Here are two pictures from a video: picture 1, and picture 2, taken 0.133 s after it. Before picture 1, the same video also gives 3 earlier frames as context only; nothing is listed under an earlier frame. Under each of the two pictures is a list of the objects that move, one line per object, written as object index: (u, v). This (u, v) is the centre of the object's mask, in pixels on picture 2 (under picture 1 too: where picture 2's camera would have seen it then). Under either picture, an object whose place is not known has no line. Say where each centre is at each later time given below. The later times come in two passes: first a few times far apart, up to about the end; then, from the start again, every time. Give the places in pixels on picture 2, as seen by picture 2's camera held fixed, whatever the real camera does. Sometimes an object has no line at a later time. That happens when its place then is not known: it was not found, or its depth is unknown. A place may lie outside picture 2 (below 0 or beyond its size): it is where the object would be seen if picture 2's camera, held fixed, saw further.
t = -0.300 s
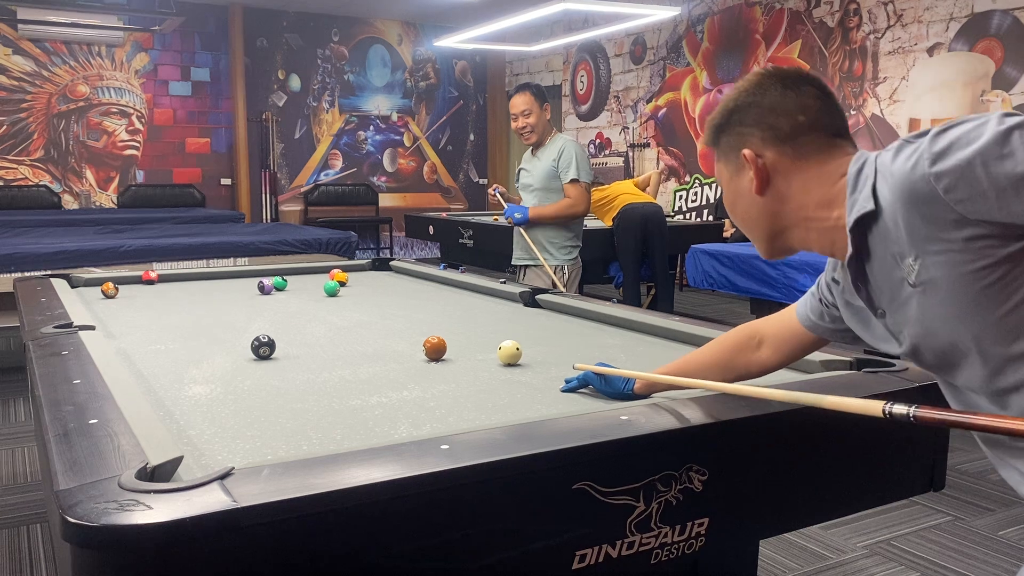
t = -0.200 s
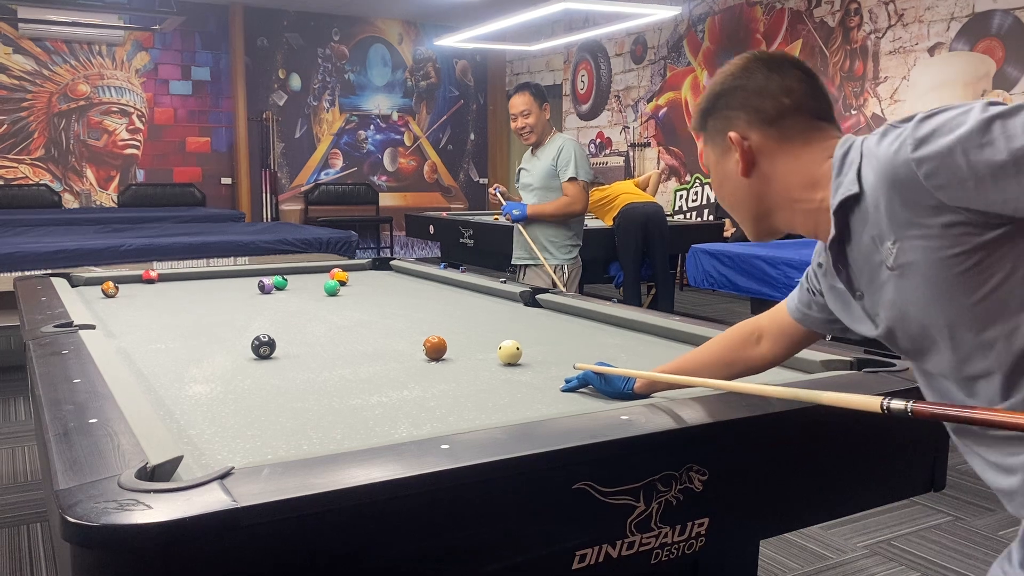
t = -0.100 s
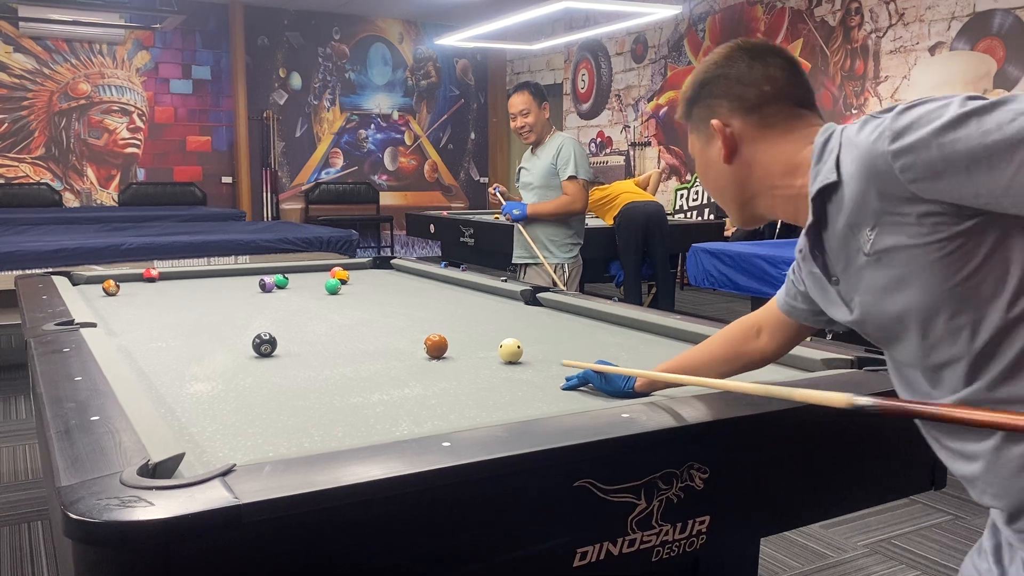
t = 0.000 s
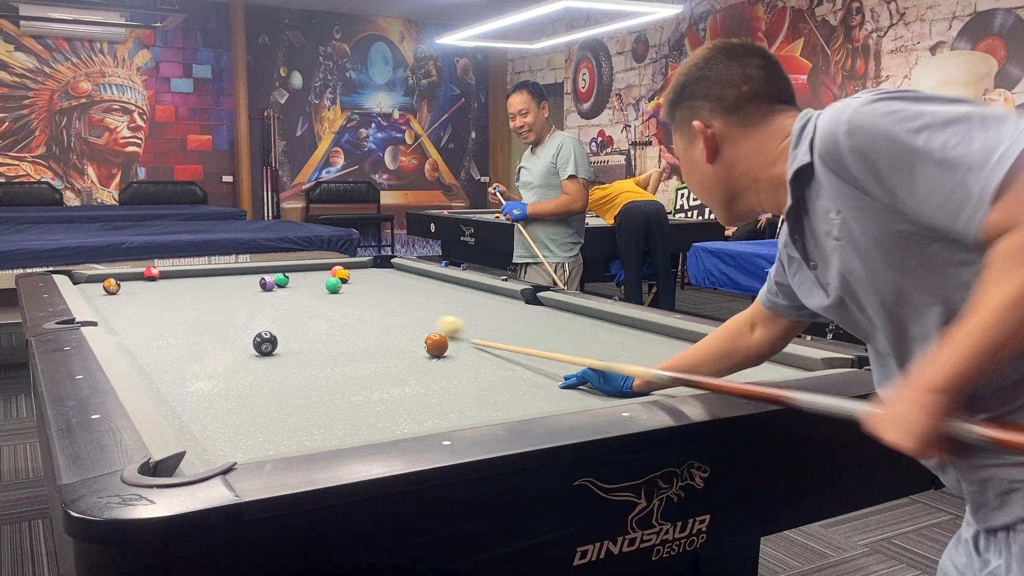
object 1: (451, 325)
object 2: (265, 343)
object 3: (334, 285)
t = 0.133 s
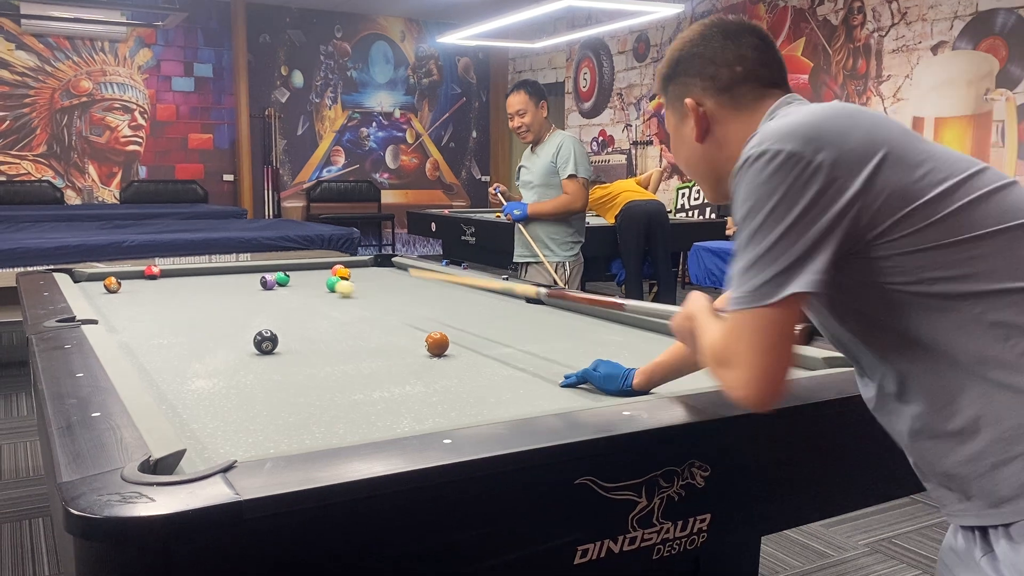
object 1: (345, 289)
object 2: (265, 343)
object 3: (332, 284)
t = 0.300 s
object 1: (293, 287)
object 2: (266, 343)
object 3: (319, 266)
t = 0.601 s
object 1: (225, 288)
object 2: (265, 343)
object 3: (357, 269)
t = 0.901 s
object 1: (159, 289)
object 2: (265, 343)
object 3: (384, 270)
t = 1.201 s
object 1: (94, 290)
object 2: (265, 343)
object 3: (408, 271)
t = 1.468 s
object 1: (108, 288)
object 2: (266, 343)
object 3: (424, 272)
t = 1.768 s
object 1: (135, 286)
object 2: (265, 343)
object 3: (417, 273)
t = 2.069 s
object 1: (158, 284)
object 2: (275, 337)
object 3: (412, 274)
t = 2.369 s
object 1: (179, 283)
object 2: (293, 327)
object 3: (407, 275)
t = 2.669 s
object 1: (196, 282)
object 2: (309, 318)
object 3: (403, 276)
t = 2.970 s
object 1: (211, 280)
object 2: (322, 311)
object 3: (400, 277)
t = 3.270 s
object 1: (224, 280)
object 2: (332, 305)
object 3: (399, 277)
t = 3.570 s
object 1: (234, 279)
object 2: (342, 300)
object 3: (399, 277)
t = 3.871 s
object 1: (241, 278)
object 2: (350, 295)
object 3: (399, 277)
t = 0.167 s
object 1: (330, 287)
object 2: (265, 343)
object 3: (331, 277)
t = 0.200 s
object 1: (319, 286)
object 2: (265, 343)
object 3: (324, 274)
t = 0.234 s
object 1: (309, 286)
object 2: (265, 343)
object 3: (318, 270)
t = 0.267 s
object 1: (301, 287)
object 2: (265, 343)
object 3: (313, 265)
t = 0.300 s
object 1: (293, 287)
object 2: (266, 343)
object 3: (319, 266)
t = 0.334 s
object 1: (286, 287)
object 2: (265, 343)
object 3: (327, 268)
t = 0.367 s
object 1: (278, 287)
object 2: (265, 343)
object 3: (334, 268)
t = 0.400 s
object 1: (271, 287)
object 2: (266, 343)
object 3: (337, 268)
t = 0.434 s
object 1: (263, 287)
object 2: (266, 343)
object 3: (341, 268)
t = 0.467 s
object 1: (255, 287)
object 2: (265, 343)
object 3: (344, 269)
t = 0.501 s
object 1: (247, 287)
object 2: (265, 343)
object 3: (347, 269)
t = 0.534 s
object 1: (240, 288)
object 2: (265, 343)
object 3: (351, 269)
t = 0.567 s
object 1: (233, 288)
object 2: (265, 343)
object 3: (354, 268)
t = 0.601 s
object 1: (225, 288)
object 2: (265, 343)
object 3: (357, 269)
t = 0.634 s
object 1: (218, 288)
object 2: (265, 343)
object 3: (360, 269)
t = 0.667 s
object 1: (210, 288)
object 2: (265, 343)
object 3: (363, 270)
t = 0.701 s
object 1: (203, 288)
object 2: (265, 343)
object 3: (366, 270)
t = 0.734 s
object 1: (196, 288)
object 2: (265, 343)
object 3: (369, 270)
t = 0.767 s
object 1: (188, 288)
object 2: (265, 343)
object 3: (372, 269)
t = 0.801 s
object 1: (181, 289)
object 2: (265, 343)
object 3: (375, 270)
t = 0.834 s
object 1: (174, 289)
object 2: (265, 343)
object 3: (378, 270)
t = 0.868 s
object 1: (167, 289)
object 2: (265, 343)
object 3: (381, 270)
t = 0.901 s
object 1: (159, 289)
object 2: (265, 343)
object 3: (384, 270)
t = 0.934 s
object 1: (152, 289)
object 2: (265, 343)
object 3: (387, 270)
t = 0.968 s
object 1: (145, 289)
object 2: (265, 343)
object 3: (389, 271)
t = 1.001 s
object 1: (137, 289)
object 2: (265, 343)
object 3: (392, 271)
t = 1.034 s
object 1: (130, 289)
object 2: (265, 343)
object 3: (395, 271)
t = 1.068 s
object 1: (123, 289)
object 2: (265, 343)
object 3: (398, 271)
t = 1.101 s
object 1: (116, 289)
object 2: (265, 343)
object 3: (400, 271)
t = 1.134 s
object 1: (109, 290)
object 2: (265, 343)
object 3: (403, 271)
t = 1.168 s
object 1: (102, 290)
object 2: (266, 343)
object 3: (406, 271)
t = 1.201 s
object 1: (94, 290)
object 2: (265, 343)
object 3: (408, 271)
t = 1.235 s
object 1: (88, 290)
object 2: (265, 343)
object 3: (411, 271)
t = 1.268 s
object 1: (88, 290)
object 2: (266, 343)
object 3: (414, 272)
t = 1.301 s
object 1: (92, 290)
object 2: (266, 343)
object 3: (416, 272)
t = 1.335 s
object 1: (94, 289)
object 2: (265, 343)
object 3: (419, 272)
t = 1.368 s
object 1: (98, 289)
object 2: (265, 343)
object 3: (421, 272)
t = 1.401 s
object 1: (101, 289)
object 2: (265, 343)
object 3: (423, 272)
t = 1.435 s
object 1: (105, 289)
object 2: (266, 343)
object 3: (424, 272)
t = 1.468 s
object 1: (108, 288)
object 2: (266, 343)
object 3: (424, 272)
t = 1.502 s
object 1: (111, 288)
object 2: (266, 343)
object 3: (423, 272)
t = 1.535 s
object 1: (114, 288)
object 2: (266, 343)
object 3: (422, 272)
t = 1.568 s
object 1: (117, 288)
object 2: (266, 343)
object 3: (421, 273)
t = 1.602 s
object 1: (121, 287)
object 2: (265, 343)
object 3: (420, 273)
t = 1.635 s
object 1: (123, 287)
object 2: (265, 343)
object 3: (420, 273)
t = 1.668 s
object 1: (126, 287)
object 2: (265, 343)
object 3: (419, 273)
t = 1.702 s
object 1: (129, 286)
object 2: (265, 343)
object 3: (418, 273)
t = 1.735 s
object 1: (132, 286)
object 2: (265, 343)
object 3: (418, 273)
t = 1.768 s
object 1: (135, 286)
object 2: (265, 343)
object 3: (417, 273)
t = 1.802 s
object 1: (138, 286)
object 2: (265, 343)
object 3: (417, 273)
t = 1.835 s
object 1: (141, 285)
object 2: (264, 341)
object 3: (416, 274)
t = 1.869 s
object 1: (143, 286)
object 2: (263, 338)
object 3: (415, 274)
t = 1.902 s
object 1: (145, 285)
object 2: (264, 336)
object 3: (415, 274)
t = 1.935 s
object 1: (148, 285)
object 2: (270, 339)
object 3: (414, 274)
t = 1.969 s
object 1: (151, 285)
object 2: (269, 341)
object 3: (413, 274)
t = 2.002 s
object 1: (153, 285)
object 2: (271, 340)
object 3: (413, 274)
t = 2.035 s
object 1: (156, 284)
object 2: (273, 339)
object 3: (412, 274)
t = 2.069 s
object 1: (158, 284)
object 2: (275, 337)
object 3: (412, 274)
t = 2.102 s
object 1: (161, 284)
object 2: (277, 336)
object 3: (411, 275)
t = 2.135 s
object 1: (163, 284)
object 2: (280, 335)
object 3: (410, 275)
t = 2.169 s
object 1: (165, 284)
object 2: (282, 334)
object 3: (410, 275)
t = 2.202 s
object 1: (167, 284)
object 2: (284, 332)
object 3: (409, 275)
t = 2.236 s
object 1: (170, 284)
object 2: (286, 331)
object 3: (409, 275)
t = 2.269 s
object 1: (172, 283)
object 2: (288, 330)
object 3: (408, 275)
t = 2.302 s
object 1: (175, 283)
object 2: (290, 329)
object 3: (408, 275)
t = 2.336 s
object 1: (176, 283)
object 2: (291, 328)
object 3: (407, 275)
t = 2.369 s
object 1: (179, 283)
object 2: (293, 327)
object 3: (407, 275)
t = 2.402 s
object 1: (180, 283)
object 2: (295, 326)
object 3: (406, 275)
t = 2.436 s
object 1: (183, 283)
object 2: (297, 325)
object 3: (406, 276)
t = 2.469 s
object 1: (185, 282)
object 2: (299, 324)
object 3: (405, 276)
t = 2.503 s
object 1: (187, 282)
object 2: (300, 323)
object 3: (405, 276)
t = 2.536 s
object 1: (189, 282)
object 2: (302, 322)
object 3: (404, 276)
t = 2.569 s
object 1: (191, 282)
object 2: (304, 321)
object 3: (404, 276)
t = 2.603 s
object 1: (193, 282)
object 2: (306, 320)
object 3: (403, 276)
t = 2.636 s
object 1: (194, 282)
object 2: (307, 319)
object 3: (403, 276)
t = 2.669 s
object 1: (196, 282)
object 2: (309, 318)
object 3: (403, 276)
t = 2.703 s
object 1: (198, 282)
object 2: (310, 318)
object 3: (402, 276)
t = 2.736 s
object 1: (200, 281)
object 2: (312, 316)
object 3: (402, 276)
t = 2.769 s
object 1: (202, 281)
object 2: (313, 316)
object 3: (402, 276)
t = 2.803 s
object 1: (203, 281)
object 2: (315, 315)
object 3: (402, 276)
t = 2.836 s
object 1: (205, 281)
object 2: (316, 314)
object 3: (401, 276)
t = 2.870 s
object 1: (206, 281)
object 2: (317, 313)
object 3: (401, 276)
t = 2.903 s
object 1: (208, 281)
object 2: (319, 313)
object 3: (401, 277)
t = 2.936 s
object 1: (210, 281)
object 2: (320, 312)
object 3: (400, 277)
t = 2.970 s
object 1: (211, 280)
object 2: (322, 311)
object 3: (400, 277)
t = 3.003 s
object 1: (213, 280)
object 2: (323, 310)
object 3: (400, 277)
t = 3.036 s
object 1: (214, 281)
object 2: (324, 309)
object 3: (400, 277)
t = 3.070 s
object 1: (215, 280)
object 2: (325, 309)
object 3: (400, 277)
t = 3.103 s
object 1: (217, 280)
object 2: (327, 308)
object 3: (400, 277)
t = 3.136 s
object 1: (218, 280)
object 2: (328, 308)
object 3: (399, 277)
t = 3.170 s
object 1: (219, 280)
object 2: (329, 307)
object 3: (399, 277)
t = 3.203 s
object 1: (221, 280)
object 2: (330, 306)
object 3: (399, 277)
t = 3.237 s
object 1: (222, 280)
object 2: (331, 305)
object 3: (399, 277)
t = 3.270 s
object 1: (224, 280)
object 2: (332, 305)
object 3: (399, 277)
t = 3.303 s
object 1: (225, 280)
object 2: (334, 304)
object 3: (399, 277)
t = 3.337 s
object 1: (226, 279)
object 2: (335, 304)
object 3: (399, 277)
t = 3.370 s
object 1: (227, 279)
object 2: (336, 303)
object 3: (399, 277)
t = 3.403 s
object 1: (228, 279)
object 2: (337, 302)
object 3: (399, 277)
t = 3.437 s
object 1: (230, 279)
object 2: (338, 302)
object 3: (399, 277)
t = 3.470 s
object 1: (231, 279)
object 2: (339, 301)
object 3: (399, 277)
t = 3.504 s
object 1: (232, 279)
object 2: (340, 301)
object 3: (399, 277)
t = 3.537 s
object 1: (233, 279)
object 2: (341, 300)
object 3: (399, 277)
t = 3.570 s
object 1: (234, 279)
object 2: (342, 300)
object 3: (399, 277)
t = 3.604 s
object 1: (235, 279)
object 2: (343, 299)
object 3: (399, 277)
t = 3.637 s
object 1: (235, 279)
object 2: (344, 299)
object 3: (399, 277)
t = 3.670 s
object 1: (236, 279)
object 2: (345, 298)
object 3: (399, 277)
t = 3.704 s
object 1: (237, 279)
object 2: (346, 298)
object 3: (399, 277)
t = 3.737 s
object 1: (238, 279)
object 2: (347, 297)
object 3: (399, 277)
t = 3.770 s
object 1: (239, 279)
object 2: (347, 297)
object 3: (399, 277)
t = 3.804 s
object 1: (240, 278)
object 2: (348, 296)
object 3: (399, 277)
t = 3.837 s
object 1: (241, 278)
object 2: (349, 296)
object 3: (399, 277)
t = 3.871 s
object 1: (241, 278)
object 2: (350, 295)
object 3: (399, 277)
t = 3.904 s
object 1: (242, 278)
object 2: (351, 295)
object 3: (399, 277)
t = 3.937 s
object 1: (243, 278)
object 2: (352, 294)
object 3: (399, 277)
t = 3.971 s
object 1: (244, 278)
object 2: (353, 294)
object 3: (399, 277)
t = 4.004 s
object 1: (244, 278)
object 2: (353, 294)
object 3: (399, 277)
